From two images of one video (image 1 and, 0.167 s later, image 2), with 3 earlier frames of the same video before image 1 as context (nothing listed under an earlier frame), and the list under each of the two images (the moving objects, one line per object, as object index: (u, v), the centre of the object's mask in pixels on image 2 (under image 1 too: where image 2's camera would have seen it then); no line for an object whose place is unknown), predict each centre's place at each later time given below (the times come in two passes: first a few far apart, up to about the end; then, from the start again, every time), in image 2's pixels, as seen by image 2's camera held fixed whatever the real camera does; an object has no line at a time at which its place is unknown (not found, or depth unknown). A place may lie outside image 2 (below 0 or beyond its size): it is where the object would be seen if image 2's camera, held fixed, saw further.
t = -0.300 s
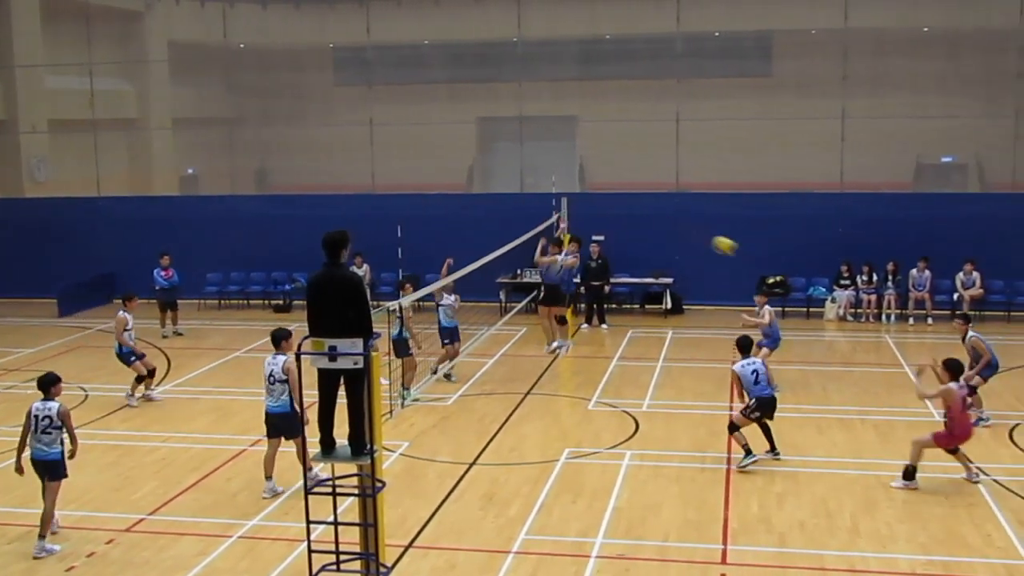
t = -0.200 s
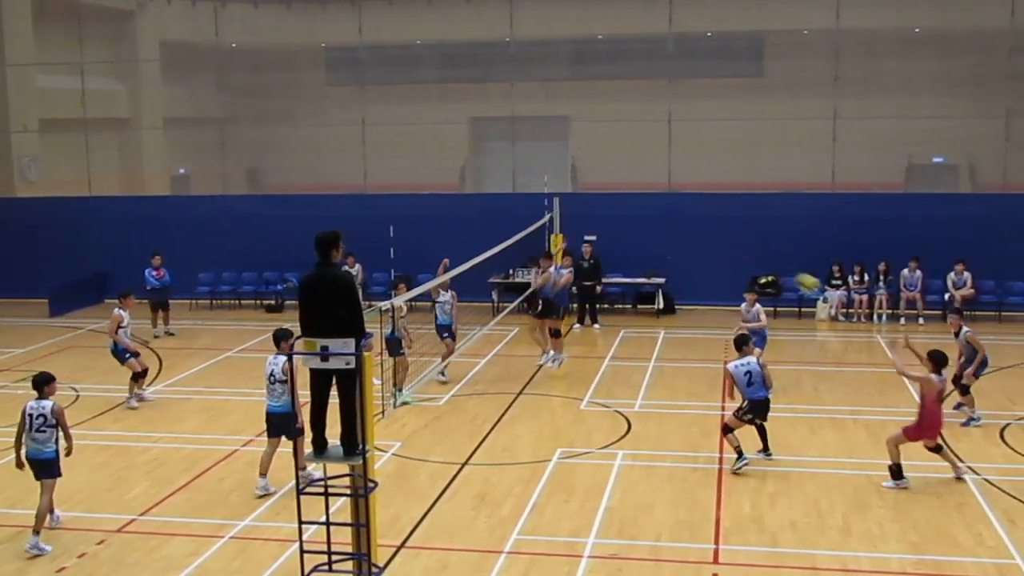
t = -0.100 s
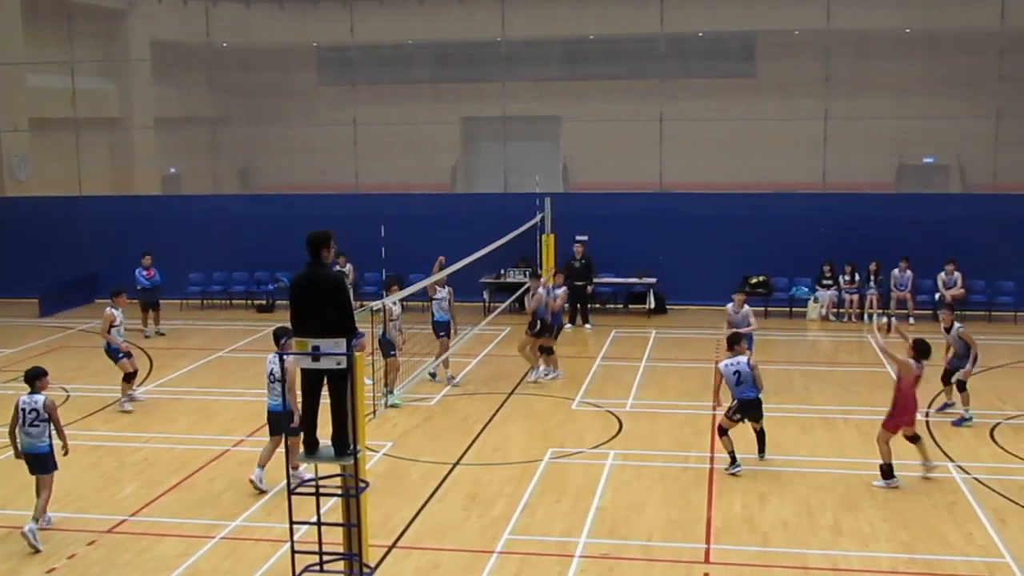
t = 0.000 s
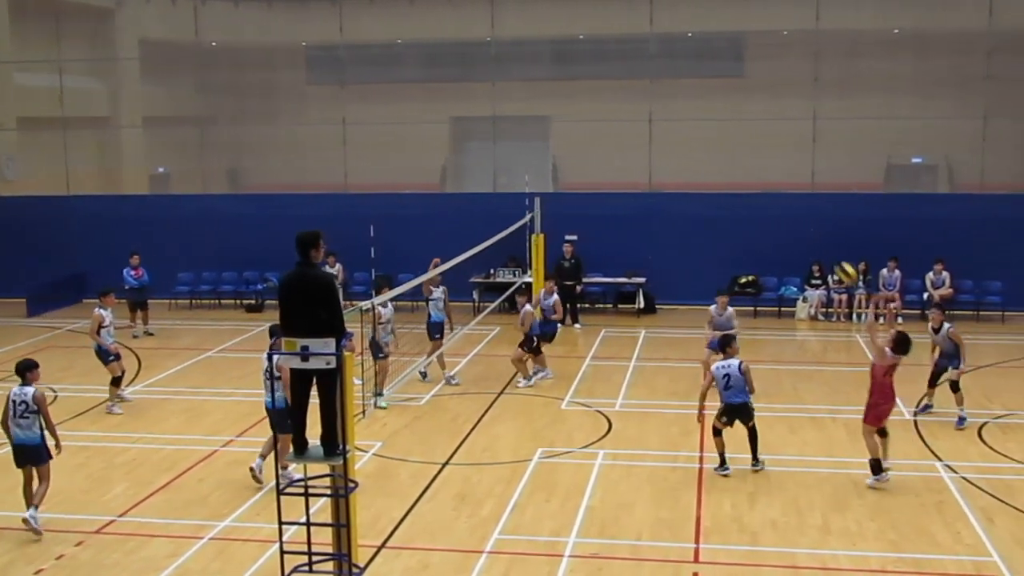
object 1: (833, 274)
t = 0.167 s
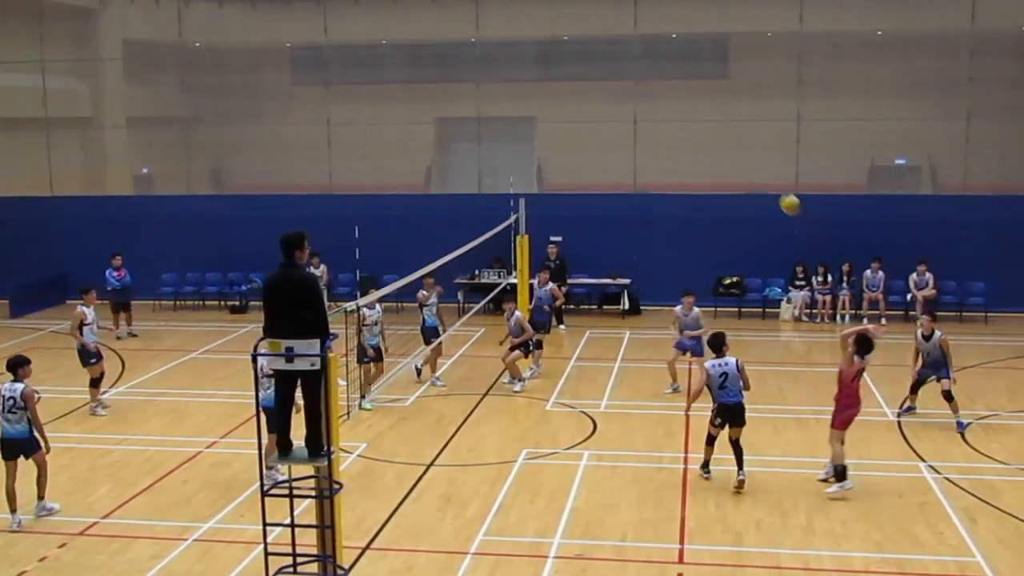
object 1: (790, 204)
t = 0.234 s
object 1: (772, 183)
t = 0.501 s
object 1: (709, 142)
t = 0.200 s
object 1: (781, 194)
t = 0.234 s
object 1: (772, 183)
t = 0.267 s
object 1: (764, 175)
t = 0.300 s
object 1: (755, 167)
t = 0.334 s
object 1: (748, 161)
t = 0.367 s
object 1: (739, 155)
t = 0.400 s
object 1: (732, 151)
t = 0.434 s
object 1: (724, 147)
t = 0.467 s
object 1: (717, 145)
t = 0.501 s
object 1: (709, 142)
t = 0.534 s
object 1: (702, 142)
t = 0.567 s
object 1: (694, 142)
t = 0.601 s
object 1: (686, 144)
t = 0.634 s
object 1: (680, 145)
